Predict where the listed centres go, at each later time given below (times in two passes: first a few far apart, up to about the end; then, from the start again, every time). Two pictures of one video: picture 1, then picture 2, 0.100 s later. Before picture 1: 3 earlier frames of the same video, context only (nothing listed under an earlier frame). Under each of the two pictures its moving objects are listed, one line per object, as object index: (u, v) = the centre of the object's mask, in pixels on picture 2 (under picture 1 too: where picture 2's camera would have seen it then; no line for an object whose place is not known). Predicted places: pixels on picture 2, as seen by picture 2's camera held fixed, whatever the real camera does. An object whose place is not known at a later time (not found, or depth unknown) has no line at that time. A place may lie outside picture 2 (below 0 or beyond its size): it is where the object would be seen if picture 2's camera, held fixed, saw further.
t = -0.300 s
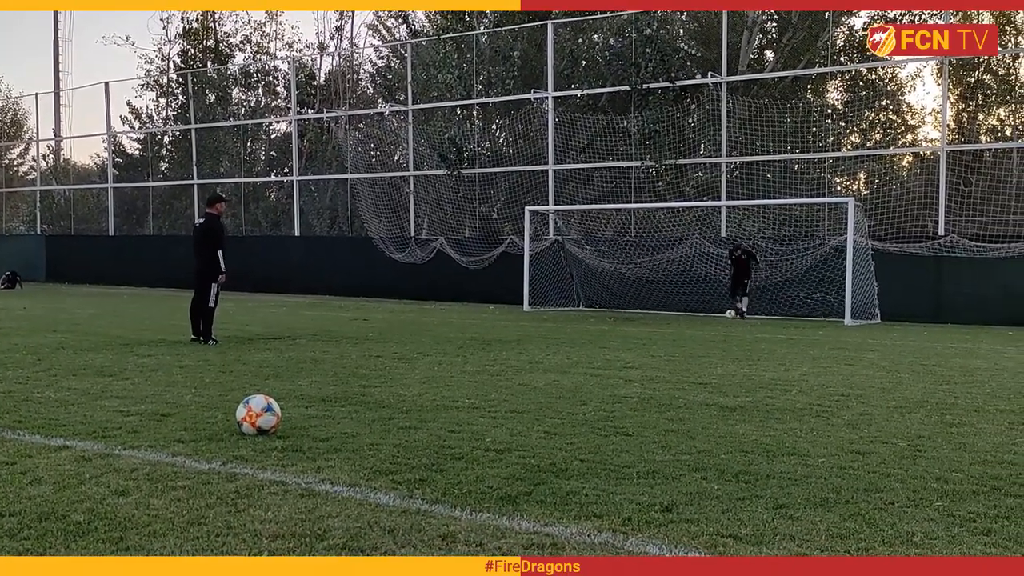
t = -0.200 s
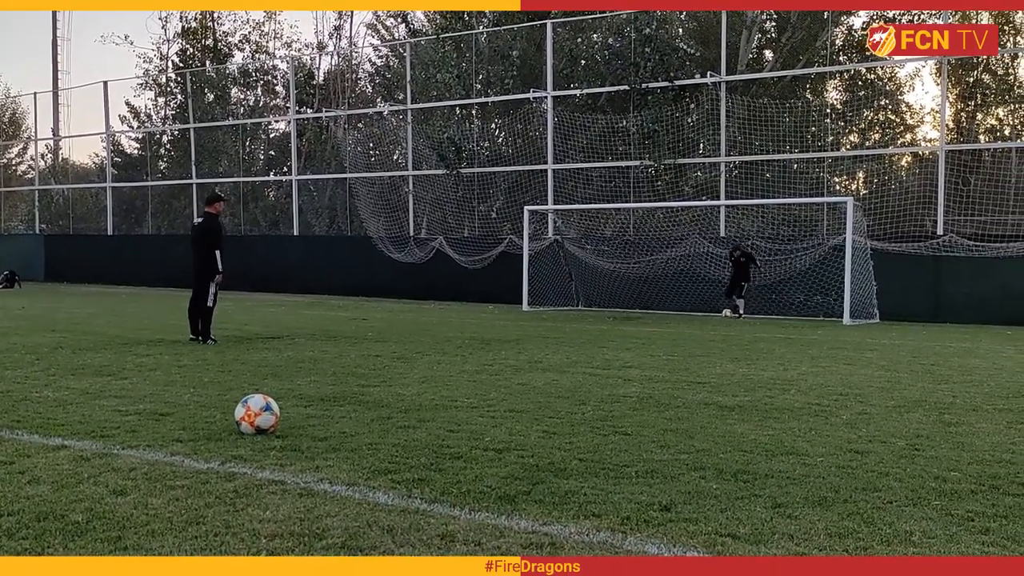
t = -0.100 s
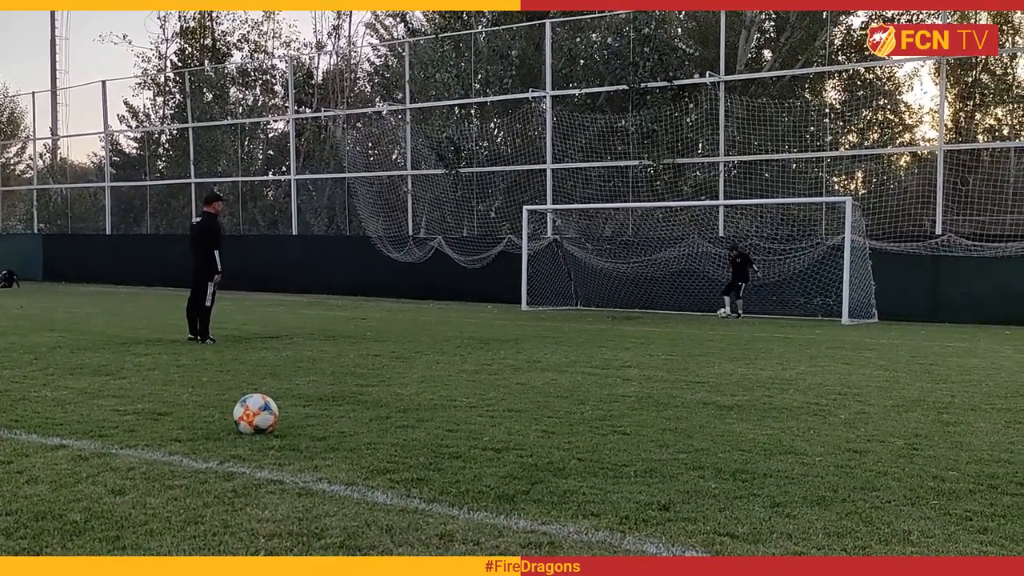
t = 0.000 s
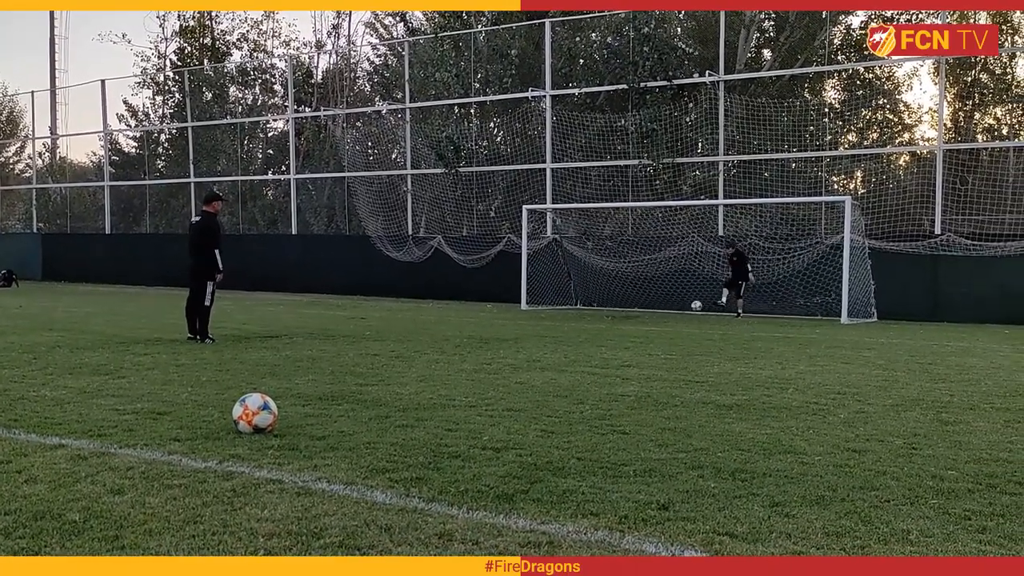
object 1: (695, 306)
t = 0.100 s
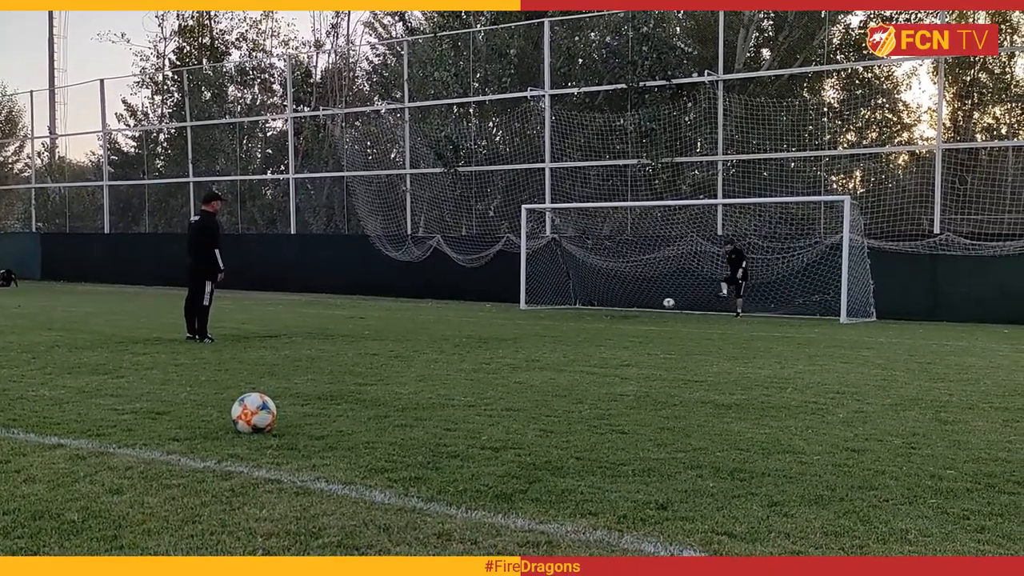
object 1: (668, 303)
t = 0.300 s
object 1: (609, 314)
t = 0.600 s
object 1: (522, 317)
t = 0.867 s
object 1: (449, 316)
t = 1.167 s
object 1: (368, 319)
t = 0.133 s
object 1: (659, 303)
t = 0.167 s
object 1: (649, 304)
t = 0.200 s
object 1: (640, 306)
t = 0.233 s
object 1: (629, 308)
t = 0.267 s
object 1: (619, 311)
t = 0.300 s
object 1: (609, 314)
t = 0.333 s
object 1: (598, 316)
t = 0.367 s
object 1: (589, 314)
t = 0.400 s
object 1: (581, 313)
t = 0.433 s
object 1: (571, 312)
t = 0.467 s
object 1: (562, 312)
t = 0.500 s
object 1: (553, 313)
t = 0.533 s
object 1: (543, 314)
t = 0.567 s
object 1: (533, 315)
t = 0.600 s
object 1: (522, 317)
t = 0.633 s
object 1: (512, 319)
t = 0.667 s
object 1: (503, 318)
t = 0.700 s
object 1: (494, 315)
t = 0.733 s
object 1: (486, 314)
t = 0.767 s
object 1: (477, 313)
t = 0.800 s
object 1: (468, 313)
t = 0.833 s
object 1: (459, 315)
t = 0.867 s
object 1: (449, 316)
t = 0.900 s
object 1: (439, 319)
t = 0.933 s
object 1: (429, 322)
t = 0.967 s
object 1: (420, 321)
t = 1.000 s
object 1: (412, 319)
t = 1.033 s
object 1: (403, 317)
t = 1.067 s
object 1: (395, 316)
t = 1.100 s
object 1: (386, 316)
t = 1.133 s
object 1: (377, 317)
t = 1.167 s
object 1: (368, 319)
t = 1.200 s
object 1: (359, 321)
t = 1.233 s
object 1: (349, 324)
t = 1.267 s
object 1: (340, 324)
